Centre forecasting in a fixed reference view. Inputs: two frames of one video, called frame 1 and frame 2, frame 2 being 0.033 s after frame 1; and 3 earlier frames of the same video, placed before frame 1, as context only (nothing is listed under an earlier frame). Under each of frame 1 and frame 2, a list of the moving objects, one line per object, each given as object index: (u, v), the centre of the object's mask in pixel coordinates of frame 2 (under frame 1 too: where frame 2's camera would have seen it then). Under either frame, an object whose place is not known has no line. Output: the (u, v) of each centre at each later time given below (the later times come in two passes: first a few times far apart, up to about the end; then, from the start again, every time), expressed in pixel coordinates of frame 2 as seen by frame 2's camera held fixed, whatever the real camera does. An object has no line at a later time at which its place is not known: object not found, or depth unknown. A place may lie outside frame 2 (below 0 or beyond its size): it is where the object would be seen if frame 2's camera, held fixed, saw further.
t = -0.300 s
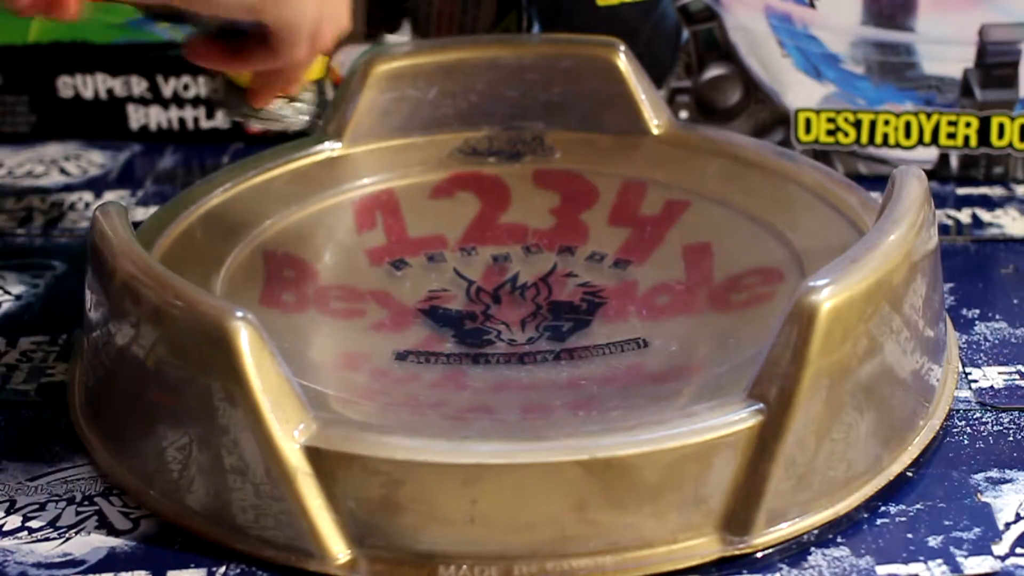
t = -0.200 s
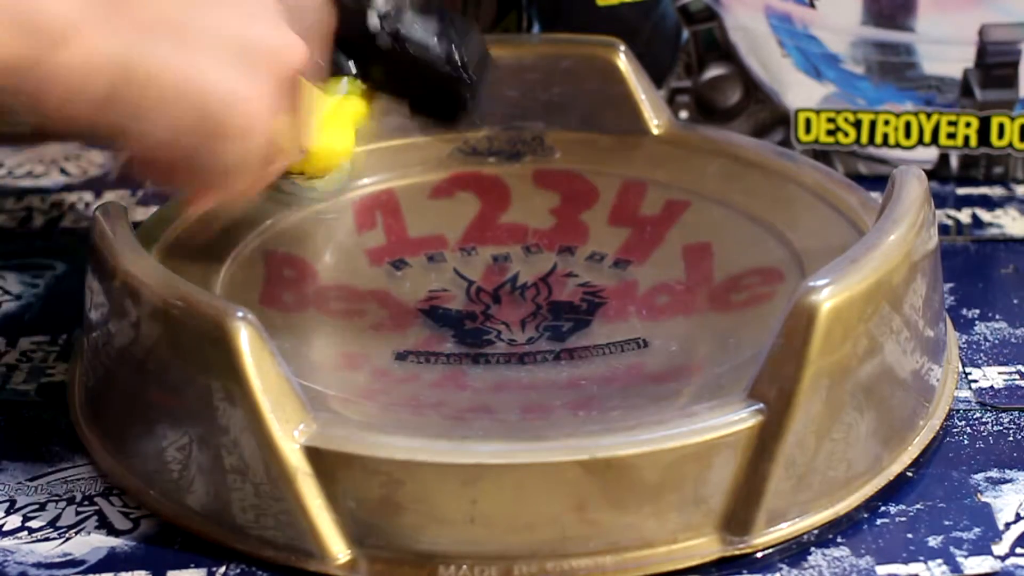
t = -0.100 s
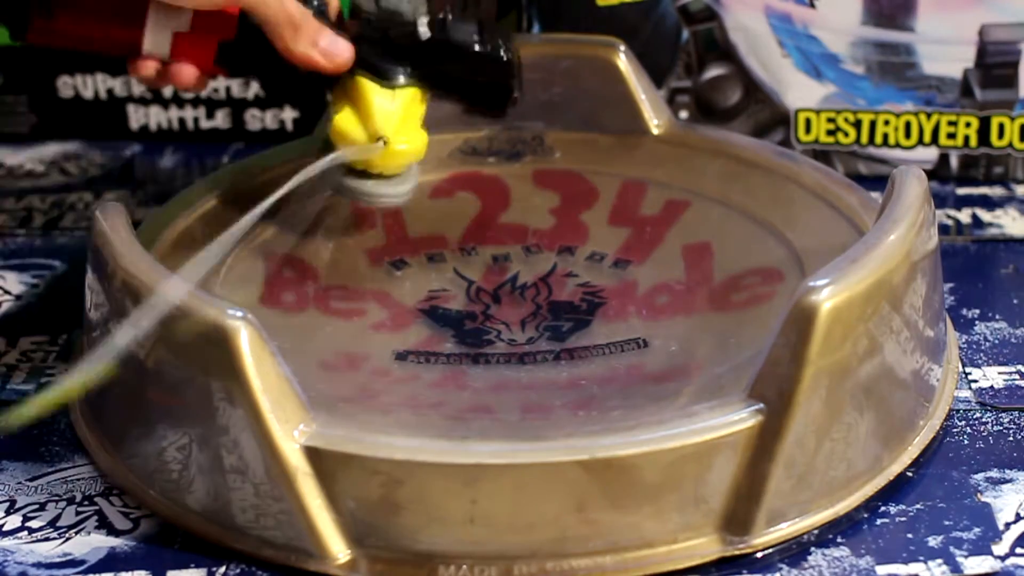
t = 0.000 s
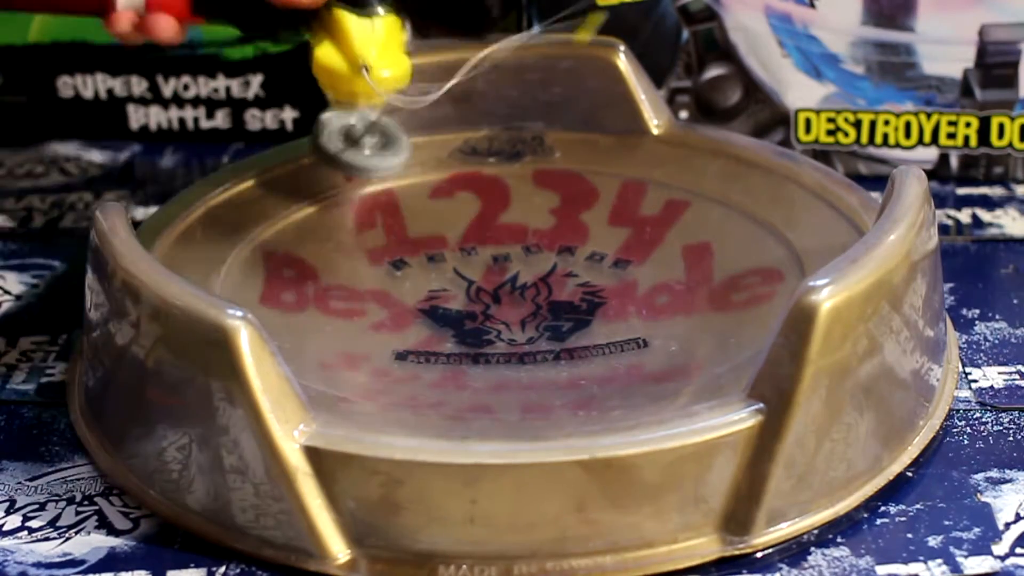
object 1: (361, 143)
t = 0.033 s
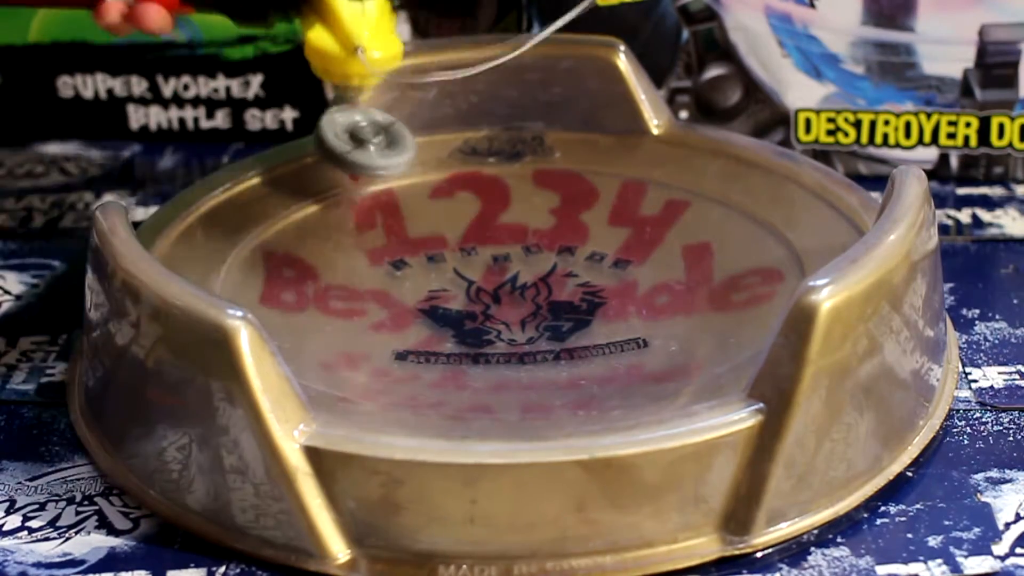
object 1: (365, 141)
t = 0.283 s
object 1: (319, 223)
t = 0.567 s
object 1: (626, 86)
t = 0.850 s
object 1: (580, 155)
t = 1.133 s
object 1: (621, 194)
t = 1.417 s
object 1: (727, 177)
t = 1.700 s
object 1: (708, 270)
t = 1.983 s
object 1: (700, 254)
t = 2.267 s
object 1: (693, 322)
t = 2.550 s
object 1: (695, 328)
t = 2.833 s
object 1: (385, 339)
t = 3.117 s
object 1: (514, 358)
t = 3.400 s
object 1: (269, 282)
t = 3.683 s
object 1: (266, 294)
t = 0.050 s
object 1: (367, 147)
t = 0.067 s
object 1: (366, 148)
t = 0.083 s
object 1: (365, 149)
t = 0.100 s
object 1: (362, 149)
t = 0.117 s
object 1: (356, 151)
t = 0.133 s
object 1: (347, 154)
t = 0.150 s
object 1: (335, 157)
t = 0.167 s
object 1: (322, 162)
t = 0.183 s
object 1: (310, 168)
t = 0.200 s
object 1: (302, 178)
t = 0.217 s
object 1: (293, 190)
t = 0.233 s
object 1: (292, 198)
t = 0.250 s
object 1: (296, 207)
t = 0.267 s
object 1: (305, 215)
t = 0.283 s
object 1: (319, 223)
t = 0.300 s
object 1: (344, 234)
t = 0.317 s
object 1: (367, 242)
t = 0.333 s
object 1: (399, 249)
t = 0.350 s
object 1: (431, 254)
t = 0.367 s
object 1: (467, 253)
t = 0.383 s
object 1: (497, 250)
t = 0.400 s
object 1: (530, 242)
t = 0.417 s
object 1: (558, 230)
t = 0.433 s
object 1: (584, 215)
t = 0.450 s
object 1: (605, 200)
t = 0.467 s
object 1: (623, 182)
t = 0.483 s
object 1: (635, 165)
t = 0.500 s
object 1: (644, 146)
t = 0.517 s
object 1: (645, 126)
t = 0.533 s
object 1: (640, 107)
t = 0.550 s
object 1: (634, 93)
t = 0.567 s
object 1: (626, 86)
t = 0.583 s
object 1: (618, 87)
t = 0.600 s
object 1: (611, 92)
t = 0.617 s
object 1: (598, 103)
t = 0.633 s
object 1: (591, 118)
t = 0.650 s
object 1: (587, 127)
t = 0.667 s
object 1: (579, 123)
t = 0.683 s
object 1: (571, 126)
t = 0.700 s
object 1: (563, 133)
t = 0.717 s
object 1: (559, 137)
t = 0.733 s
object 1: (557, 139)
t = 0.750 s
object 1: (558, 142)
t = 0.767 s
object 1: (560, 144)
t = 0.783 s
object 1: (564, 147)
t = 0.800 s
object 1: (569, 148)
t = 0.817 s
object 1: (572, 151)
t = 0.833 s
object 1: (576, 153)
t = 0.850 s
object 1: (580, 155)
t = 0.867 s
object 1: (585, 156)
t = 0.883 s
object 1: (589, 157)
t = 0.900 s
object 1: (593, 158)
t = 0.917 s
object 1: (596, 160)
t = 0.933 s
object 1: (598, 162)
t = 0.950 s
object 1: (602, 163)
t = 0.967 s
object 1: (604, 165)
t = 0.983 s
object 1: (606, 167)
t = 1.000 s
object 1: (607, 169)
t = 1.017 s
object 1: (609, 171)
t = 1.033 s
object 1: (610, 175)
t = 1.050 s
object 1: (612, 178)
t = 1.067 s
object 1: (614, 181)
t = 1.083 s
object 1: (615, 184)
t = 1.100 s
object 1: (617, 187)
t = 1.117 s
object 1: (618, 190)
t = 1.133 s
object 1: (621, 194)
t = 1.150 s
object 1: (624, 197)
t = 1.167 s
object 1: (629, 201)
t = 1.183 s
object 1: (634, 204)
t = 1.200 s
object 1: (641, 207)
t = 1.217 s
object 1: (649, 209)
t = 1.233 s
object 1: (658, 210)
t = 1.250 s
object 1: (668, 210)
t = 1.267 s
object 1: (679, 208)
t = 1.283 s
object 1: (689, 207)
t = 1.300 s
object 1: (701, 204)
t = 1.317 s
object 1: (714, 200)
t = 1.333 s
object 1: (726, 195)
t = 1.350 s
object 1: (737, 190)
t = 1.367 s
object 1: (748, 186)
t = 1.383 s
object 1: (748, 179)
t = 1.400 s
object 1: (737, 176)
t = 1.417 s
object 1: (727, 177)
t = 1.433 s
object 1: (715, 184)
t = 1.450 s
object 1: (704, 190)
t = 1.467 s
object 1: (698, 194)
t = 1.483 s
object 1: (690, 201)
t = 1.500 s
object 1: (684, 205)
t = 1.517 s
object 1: (678, 211)
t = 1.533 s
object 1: (671, 217)
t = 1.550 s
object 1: (665, 223)
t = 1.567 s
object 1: (660, 231)
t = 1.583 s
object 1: (657, 238)
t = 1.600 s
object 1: (656, 244)
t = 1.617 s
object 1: (659, 253)
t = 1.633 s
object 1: (664, 259)
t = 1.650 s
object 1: (671, 264)
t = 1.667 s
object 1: (682, 269)
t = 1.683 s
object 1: (695, 271)
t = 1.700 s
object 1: (708, 270)
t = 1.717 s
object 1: (725, 268)
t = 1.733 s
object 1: (741, 265)
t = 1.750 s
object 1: (759, 263)
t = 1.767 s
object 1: (776, 258)
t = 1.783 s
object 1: (787, 249)
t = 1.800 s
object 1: (787, 239)
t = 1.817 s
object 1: (786, 233)
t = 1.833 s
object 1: (785, 233)
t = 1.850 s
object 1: (782, 237)
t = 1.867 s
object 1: (776, 236)
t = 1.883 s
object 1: (767, 236)
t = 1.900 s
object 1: (758, 238)
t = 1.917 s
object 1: (748, 240)
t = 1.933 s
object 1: (737, 243)
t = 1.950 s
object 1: (727, 246)
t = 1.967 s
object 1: (714, 248)
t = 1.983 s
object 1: (700, 254)
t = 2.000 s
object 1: (684, 258)
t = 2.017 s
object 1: (667, 265)
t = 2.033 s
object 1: (649, 272)
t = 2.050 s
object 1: (634, 280)
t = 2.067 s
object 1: (620, 288)
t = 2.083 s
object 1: (607, 298)
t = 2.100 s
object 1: (599, 307)
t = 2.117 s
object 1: (594, 316)
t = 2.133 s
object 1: (593, 325)
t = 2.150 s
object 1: (597, 330)
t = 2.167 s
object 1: (603, 334)
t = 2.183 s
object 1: (615, 337)
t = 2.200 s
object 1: (630, 340)
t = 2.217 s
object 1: (649, 343)
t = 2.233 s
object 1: (667, 340)
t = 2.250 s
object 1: (681, 327)
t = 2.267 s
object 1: (693, 322)
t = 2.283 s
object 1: (707, 322)
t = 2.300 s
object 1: (718, 327)
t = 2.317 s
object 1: (722, 324)
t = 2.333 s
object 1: (723, 325)
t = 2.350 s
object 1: (724, 326)
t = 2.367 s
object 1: (724, 328)
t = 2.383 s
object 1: (722, 328)
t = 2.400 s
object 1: (719, 330)
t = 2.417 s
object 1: (717, 327)
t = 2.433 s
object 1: (713, 330)
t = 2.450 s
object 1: (709, 331)
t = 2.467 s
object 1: (705, 331)
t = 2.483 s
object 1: (701, 331)
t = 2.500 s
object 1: (697, 331)
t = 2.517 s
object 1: (694, 330)
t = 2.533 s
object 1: (694, 329)
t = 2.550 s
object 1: (695, 328)
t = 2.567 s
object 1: (690, 326)
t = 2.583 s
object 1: (679, 322)
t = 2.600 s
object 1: (667, 320)
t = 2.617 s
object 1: (654, 320)
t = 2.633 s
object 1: (637, 317)
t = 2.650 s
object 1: (618, 315)
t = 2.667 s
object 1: (597, 313)
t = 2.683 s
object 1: (574, 313)
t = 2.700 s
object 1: (550, 313)
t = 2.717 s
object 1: (524, 315)
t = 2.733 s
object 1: (498, 318)
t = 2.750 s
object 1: (476, 319)
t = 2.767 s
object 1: (453, 323)
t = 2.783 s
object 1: (431, 326)
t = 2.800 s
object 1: (413, 331)
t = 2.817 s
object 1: (397, 335)
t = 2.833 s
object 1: (385, 339)
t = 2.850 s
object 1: (374, 344)
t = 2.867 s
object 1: (365, 348)
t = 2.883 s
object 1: (369, 347)
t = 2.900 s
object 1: (385, 342)
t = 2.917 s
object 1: (400, 343)
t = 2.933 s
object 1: (416, 350)
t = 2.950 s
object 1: (432, 364)
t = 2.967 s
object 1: (443, 363)
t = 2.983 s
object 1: (452, 364)
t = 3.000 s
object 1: (459, 365)
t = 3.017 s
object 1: (463, 364)
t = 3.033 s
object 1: (467, 364)
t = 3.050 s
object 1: (473, 363)
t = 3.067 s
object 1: (483, 363)
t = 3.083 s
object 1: (497, 363)
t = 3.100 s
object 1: (507, 363)
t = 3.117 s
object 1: (514, 358)
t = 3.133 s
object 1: (517, 355)
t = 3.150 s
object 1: (520, 350)
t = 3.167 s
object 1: (520, 344)
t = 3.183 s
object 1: (517, 339)
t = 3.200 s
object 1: (511, 333)
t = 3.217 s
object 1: (502, 326)
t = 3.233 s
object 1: (488, 320)
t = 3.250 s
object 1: (471, 314)
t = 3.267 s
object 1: (451, 305)
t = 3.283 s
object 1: (431, 299)
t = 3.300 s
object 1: (409, 298)
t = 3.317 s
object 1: (386, 294)
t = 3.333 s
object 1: (360, 290)
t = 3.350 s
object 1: (336, 290)
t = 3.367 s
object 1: (313, 287)
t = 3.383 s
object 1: (290, 287)
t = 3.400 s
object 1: (269, 282)
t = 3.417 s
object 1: (249, 279)
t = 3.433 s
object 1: (241, 277)
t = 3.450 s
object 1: (241, 275)
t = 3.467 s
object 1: (242, 279)
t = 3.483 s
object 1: (246, 287)
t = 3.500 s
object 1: (248, 292)
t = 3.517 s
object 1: (244, 290)
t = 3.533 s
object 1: (241, 290)
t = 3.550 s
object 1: (237, 287)
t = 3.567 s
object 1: (240, 287)
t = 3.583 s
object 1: (242, 286)
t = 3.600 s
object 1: (243, 285)
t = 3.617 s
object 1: (244, 285)
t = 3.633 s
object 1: (247, 285)
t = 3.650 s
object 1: (250, 286)
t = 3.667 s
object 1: (256, 289)
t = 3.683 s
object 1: (266, 294)
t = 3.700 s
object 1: (279, 301)
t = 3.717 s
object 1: (292, 306)
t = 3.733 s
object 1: (306, 310)
